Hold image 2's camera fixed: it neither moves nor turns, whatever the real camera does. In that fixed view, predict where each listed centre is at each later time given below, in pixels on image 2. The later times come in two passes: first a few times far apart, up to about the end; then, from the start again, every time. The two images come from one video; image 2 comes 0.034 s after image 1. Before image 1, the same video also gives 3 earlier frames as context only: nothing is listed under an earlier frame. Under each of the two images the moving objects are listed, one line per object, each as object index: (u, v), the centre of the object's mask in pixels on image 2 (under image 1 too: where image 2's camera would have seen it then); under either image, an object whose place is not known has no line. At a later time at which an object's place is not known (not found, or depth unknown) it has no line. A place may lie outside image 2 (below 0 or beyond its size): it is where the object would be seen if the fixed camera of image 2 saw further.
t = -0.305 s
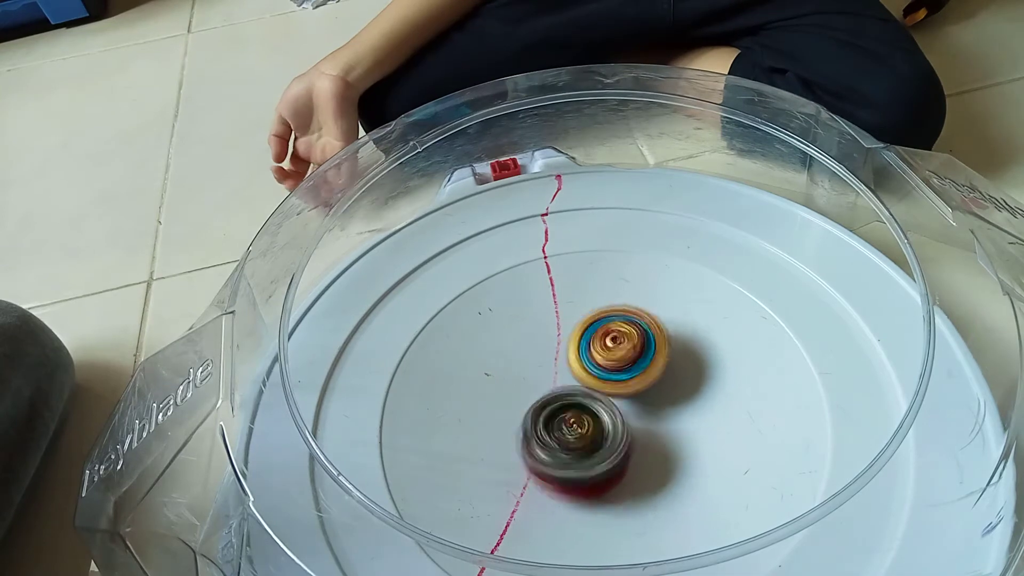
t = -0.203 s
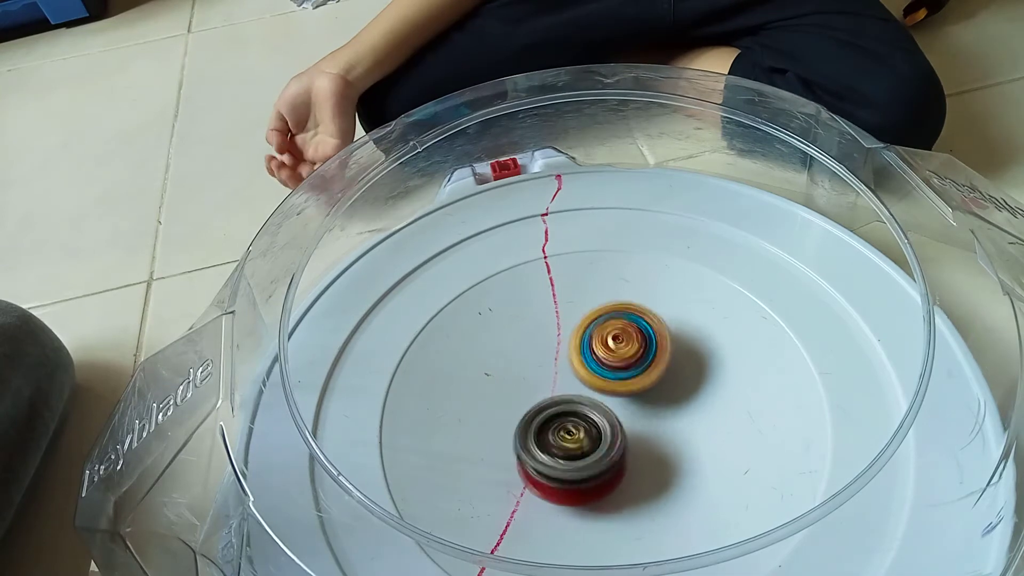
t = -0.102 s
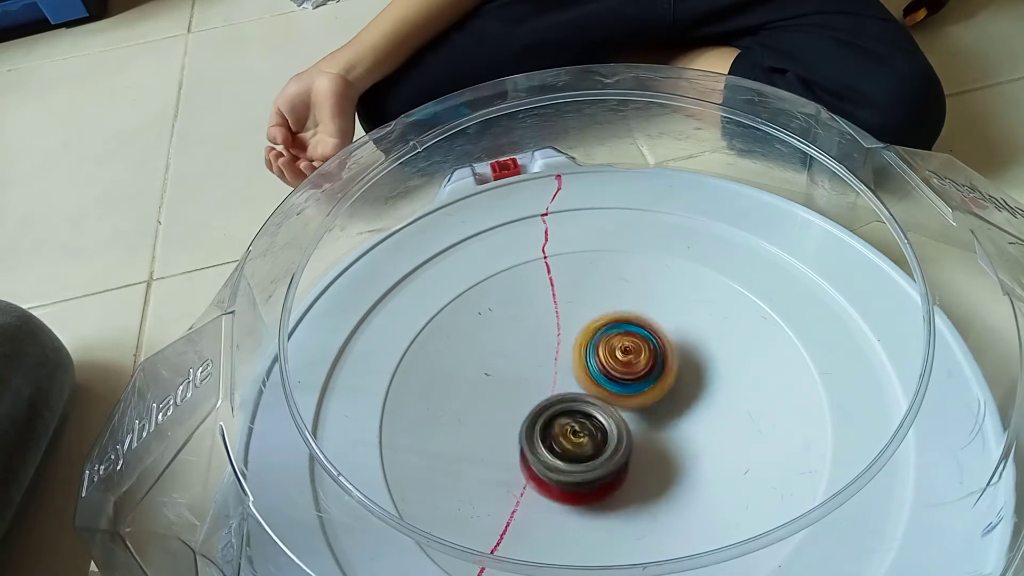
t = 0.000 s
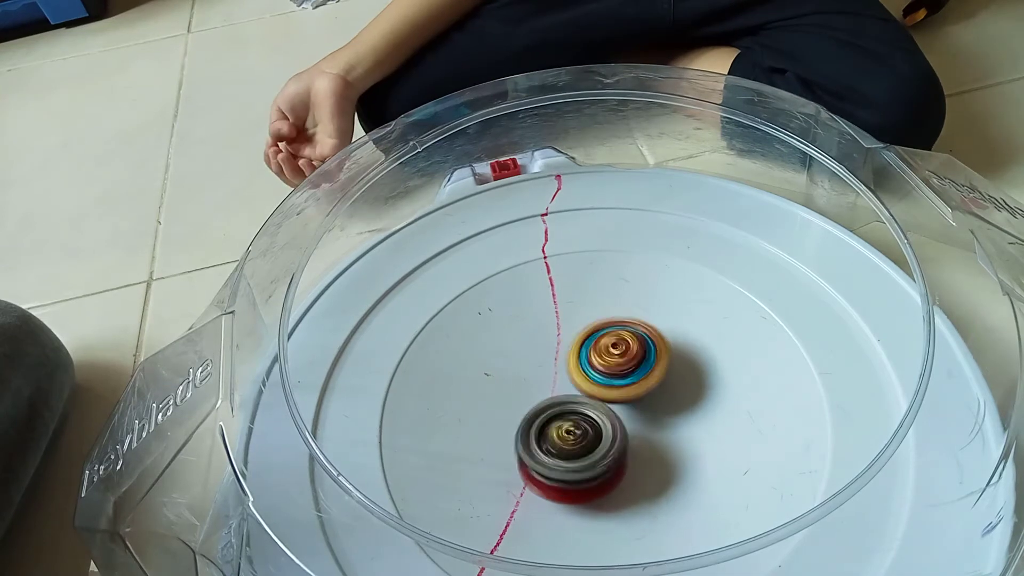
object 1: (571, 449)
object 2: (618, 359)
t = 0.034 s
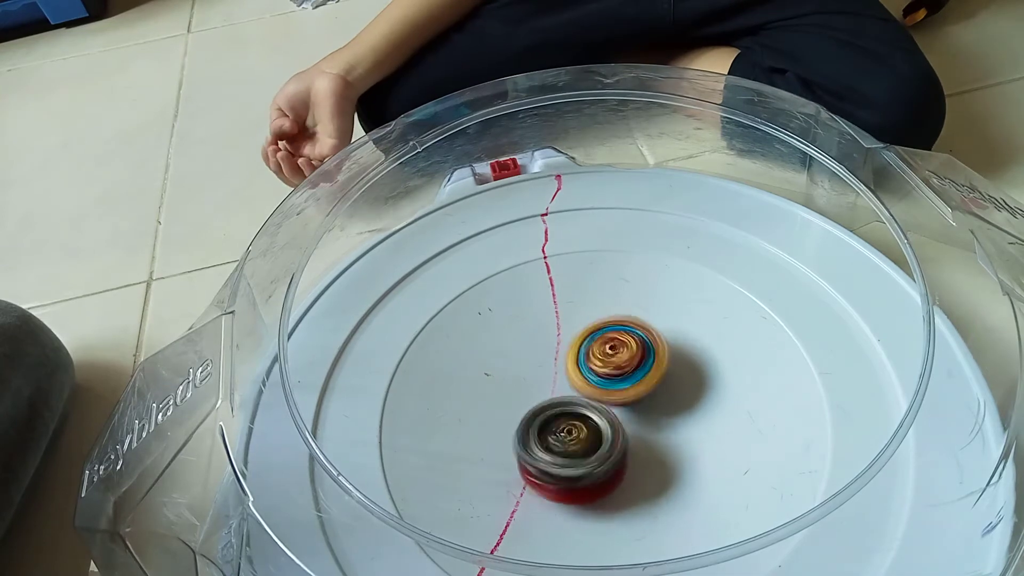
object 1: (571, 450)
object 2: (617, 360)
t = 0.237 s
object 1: (568, 456)
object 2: (623, 360)
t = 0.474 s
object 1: (580, 456)
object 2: (619, 360)
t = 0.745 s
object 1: (585, 452)
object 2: (627, 357)
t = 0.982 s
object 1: (589, 454)
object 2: (624, 357)
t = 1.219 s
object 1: (573, 451)
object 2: (623, 358)
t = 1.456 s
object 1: (564, 451)
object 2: (608, 363)
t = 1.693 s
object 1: (556, 456)
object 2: (618, 361)
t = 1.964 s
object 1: (572, 455)
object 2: (624, 365)
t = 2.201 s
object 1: (568, 435)
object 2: (624, 354)
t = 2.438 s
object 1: (564, 426)
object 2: (640, 356)
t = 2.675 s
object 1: (567, 420)
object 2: (647, 371)
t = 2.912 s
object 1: (567, 419)
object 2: (654, 378)
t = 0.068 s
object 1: (565, 456)
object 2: (619, 355)
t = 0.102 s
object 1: (562, 458)
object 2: (620, 352)
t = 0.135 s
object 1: (562, 457)
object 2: (618, 353)
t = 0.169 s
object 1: (564, 457)
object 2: (619, 353)
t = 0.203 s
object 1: (567, 457)
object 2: (622, 357)
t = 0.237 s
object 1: (568, 456)
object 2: (623, 360)
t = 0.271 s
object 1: (569, 453)
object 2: (623, 363)
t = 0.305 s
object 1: (572, 452)
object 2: (621, 363)
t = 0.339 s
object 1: (572, 455)
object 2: (619, 360)
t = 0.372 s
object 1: (570, 458)
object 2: (618, 358)
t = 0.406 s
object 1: (571, 457)
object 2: (618, 357)
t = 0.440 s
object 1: (576, 454)
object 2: (617, 360)
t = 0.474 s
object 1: (580, 456)
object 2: (619, 360)
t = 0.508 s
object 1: (578, 461)
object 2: (623, 354)
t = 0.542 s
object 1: (576, 460)
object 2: (622, 352)
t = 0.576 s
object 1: (577, 454)
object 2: (620, 355)
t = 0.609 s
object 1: (580, 452)
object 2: (620, 357)
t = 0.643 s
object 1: (584, 452)
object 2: (624, 360)
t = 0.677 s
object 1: (584, 455)
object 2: (627, 359)
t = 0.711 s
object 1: (583, 456)
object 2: (629, 356)
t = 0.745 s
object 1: (585, 452)
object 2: (627, 357)
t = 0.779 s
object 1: (589, 452)
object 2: (625, 360)
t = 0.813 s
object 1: (589, 455)
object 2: (627, 361)
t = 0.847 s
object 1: (588, 454)
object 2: (628, 361)
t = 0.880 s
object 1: (588, 454)
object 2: (629, 360)
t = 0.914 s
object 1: (589, 453)
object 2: (629, 358)
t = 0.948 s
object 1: (590, 452)
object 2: (627, 359)
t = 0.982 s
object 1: (589, 454)
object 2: (624, 357)
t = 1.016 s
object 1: (586, 454)
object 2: (623, 356)
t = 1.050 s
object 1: (585, 450)
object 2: (622, 359)
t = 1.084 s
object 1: (587, 448)
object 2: (626, 360)
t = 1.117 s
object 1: (583, 456)
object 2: (631, 354)
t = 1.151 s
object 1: (577, 459)
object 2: (629, 350)
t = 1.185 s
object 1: (573, 454)
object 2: (627, 350)
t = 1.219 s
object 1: (573, 451)
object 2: (623, 358)
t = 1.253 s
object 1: (573, 451)
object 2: (625, 364)
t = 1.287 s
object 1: (573, 452)
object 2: (625, 367)
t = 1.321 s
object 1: (571, 453)
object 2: (624, 365)
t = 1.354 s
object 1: (571, 453)
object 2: (619, 365)
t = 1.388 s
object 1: (567, 454)
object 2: (616, 363)
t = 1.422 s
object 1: (564, 453)
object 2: (613, 362)
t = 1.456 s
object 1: (564, 451)
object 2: (608, 363)
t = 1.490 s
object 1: (563, 452)
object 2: (610, 365)
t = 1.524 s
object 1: (560, 456)
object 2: (610, 363)
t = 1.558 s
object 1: (557, 455)
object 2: (612, 363)
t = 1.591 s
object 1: (556, 451)
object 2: (612, 364)
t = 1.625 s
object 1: (558, 452)
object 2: (613, 370)
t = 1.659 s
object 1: (557, 454)
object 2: (617, 367)
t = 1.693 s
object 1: (556, 456)
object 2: (618, 361)
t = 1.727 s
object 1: (557, 456)
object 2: (614, 359)
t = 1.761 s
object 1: (559, 455)
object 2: (609, 362)
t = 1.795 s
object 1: (564, 456)
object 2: (609, 366)
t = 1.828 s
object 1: (565, 458)
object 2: (611, 369)
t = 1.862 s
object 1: (565, 460)
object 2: (615, 367)
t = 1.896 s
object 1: (566, 457)
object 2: (615, 366)
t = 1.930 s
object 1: (571, 453)
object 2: (618, 367)
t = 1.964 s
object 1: (572, 455)
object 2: (624, 365)
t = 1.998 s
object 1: (571, 455)
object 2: (624, 363)
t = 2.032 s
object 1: (572, 453)
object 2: (623, 365)
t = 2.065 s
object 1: (576, 450)
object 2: (621, 367)
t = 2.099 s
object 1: (574, 447)
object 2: (620, 366)
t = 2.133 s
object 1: (570, 446)
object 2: (621, 361)
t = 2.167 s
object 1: (569, 442)
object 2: (624, 358)
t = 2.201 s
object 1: (568, 435)
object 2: (624, 354)
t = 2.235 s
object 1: (563, 432)
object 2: (623, 353)
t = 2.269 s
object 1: (561, 431)
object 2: (625, 354)
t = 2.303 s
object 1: (563, 428)
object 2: (629, 357)
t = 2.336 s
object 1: (564, 425)
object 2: (632, 358)
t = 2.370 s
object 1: (560, 426)
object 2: (635, 354)
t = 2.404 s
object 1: (561, 427)
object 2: (639, 354)
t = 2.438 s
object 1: (564, 426)
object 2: (640, 356)
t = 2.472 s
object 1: (565, 422)
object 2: (639, 359)
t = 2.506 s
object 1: (566, 419)
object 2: (639, 361)
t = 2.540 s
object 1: (565, 418)
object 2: (640, 363)
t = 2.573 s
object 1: (566, 418)
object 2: (641, 365)
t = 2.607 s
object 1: (566, 419)
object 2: (643, 368)
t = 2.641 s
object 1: (567, 420)
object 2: (645, 370)
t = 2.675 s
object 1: (567, 420)
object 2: (647, 371)
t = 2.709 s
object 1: (567, 419)
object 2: (648, 373)
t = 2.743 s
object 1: (567, 419)
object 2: (650, 374)
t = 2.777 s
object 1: (567, 419)
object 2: (651, 375)
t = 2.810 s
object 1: (567, 419)
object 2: (652, 376)
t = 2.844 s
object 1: (567, 419)
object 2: (653, 377)
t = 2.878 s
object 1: (567, 419)
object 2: (654, 378)
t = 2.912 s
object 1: (567, 419)
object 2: (654, 378)
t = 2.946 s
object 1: (567, 419)
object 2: (655, 379)
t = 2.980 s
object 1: (567, 419)
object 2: (655, 379)
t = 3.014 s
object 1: (567, 419)
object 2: (655, 379)
